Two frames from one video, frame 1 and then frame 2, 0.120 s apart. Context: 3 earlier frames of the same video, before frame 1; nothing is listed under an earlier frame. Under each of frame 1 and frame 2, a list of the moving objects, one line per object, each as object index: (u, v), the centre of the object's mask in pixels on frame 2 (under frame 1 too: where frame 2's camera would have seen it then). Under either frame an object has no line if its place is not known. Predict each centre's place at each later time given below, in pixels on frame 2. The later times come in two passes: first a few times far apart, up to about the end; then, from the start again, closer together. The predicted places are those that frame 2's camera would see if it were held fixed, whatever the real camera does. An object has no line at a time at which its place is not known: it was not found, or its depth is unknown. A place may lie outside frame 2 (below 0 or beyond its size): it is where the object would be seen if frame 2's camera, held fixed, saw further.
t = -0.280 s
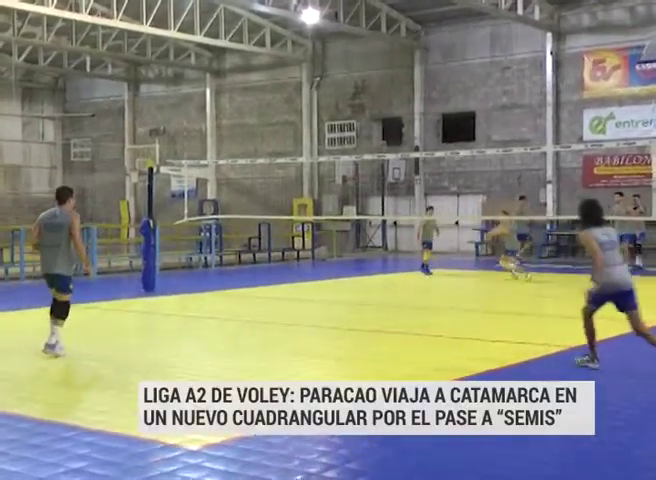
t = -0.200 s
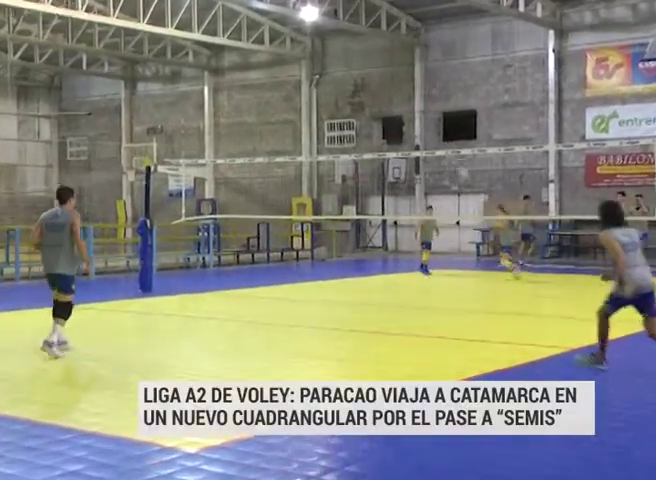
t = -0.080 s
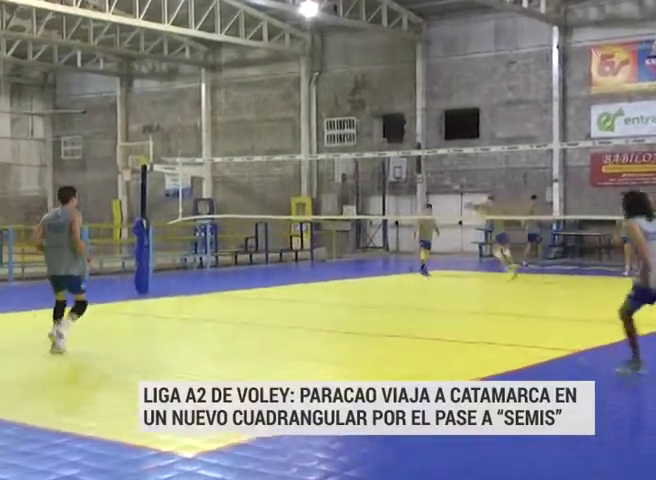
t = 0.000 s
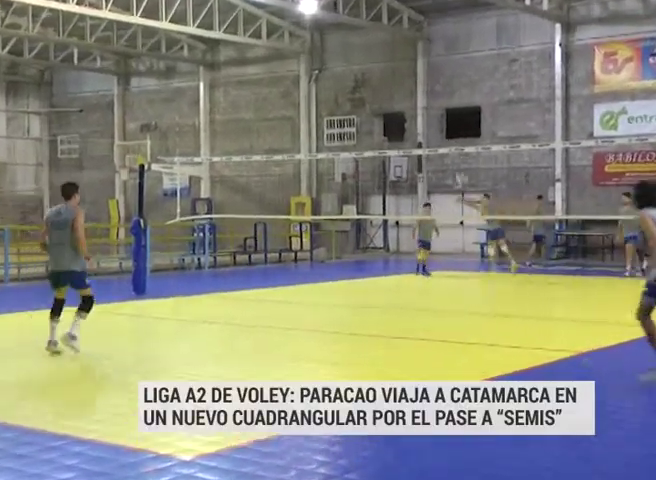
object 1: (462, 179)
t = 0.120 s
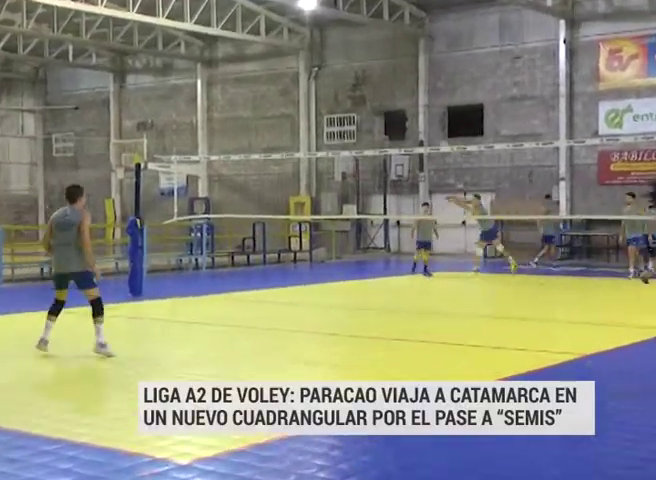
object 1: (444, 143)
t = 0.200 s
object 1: (432, 129)
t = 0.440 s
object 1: (393, 95)
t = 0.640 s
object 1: (361, 89)
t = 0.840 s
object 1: (327, 106)
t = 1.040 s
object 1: (292, 148)
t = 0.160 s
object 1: (438, 139)
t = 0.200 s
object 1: (432, 129)
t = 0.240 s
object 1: (424, 121)
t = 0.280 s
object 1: (417, 115)
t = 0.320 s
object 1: (412, 109)
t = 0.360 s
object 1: (406, 103)
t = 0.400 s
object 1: (401, 98)
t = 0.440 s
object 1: (393, 95)
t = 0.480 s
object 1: (387, 92)
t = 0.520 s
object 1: (380, 89)
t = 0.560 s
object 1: (374, 88)
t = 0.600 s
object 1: (368, 88)
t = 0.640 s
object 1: (361, 89)
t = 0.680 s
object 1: (354, 90)
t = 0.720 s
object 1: (347, 92)
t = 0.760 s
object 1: (341, 96)
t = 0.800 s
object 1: (334, 100)
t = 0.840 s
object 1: (327, 106)
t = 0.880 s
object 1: (321, 110)
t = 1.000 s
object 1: (298, 138)
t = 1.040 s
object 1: (292, 148)
